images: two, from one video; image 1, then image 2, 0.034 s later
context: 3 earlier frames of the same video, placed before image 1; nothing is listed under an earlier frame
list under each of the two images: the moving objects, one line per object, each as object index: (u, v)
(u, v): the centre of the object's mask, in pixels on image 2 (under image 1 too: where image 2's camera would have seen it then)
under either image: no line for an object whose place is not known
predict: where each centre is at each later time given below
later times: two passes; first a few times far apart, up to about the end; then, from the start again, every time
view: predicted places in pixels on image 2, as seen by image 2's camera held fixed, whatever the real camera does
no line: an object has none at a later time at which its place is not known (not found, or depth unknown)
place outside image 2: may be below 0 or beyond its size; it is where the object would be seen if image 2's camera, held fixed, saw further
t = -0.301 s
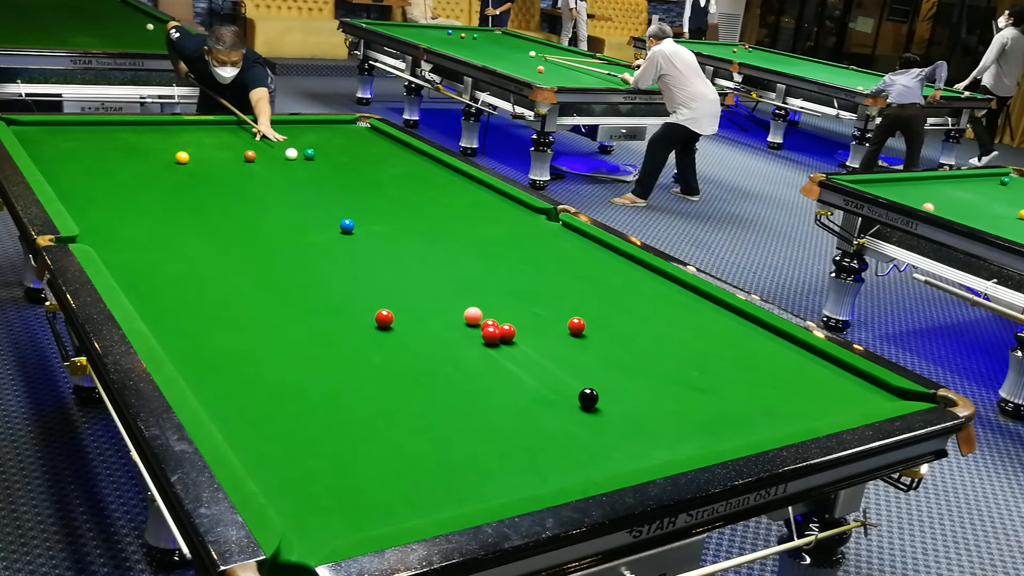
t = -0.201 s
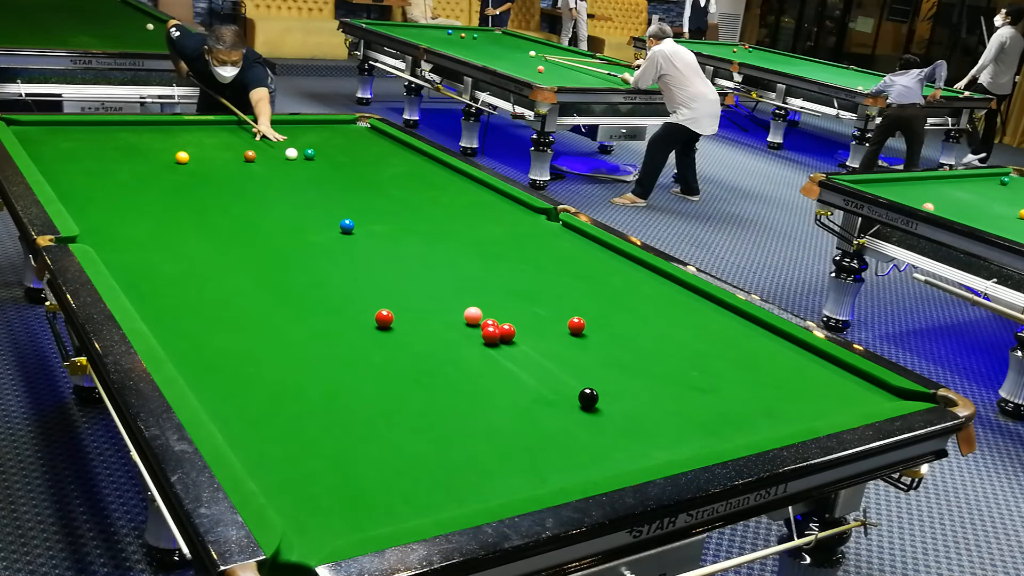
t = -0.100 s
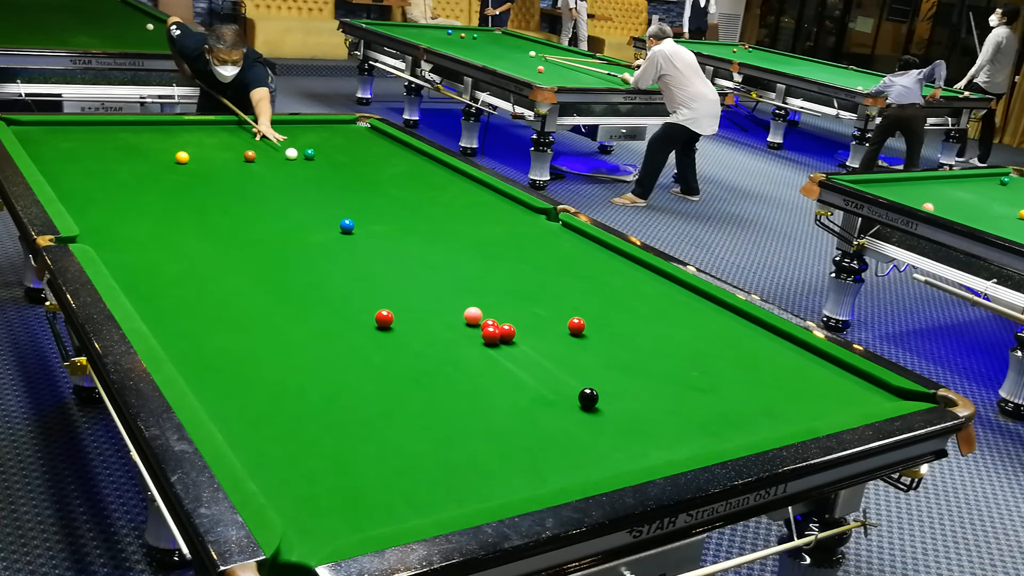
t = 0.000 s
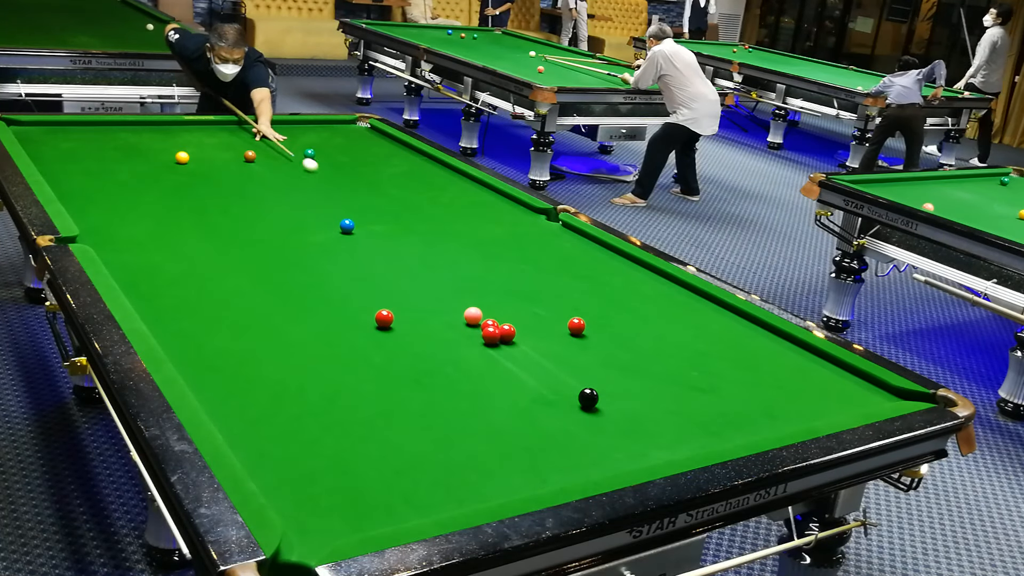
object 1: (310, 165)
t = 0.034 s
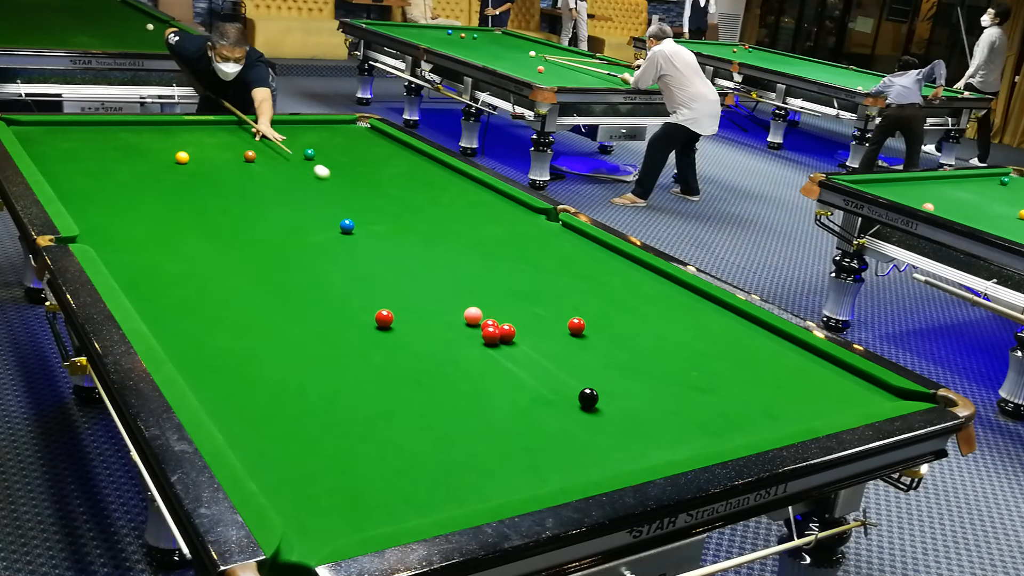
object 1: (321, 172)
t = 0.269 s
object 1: (410, 227)
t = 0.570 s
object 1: (535, 306)
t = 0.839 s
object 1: (535, 361)
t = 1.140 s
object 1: (523, 441)
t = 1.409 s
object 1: (443, 484)
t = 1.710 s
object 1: (260, 452)
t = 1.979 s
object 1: (284, 399)
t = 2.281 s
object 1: (325, 350)
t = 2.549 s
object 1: (353, 315)
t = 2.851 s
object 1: (379, 284)
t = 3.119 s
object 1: (397, 261)
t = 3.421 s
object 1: (414, 240)
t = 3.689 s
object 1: (427, 224)
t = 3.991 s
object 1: (439, 208)
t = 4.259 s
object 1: (448, 196)
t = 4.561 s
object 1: (457, 185)
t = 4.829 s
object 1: (463, 176)
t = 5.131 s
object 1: (443, 170)
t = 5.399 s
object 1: (423, 166)
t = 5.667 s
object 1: (405, 162)
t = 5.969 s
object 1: (387, 158)
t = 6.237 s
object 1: (373, 154)
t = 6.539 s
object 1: (359, 151)
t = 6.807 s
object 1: (348, 149)
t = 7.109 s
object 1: (338, 147)
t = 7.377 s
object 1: (331, 146)
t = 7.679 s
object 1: (325, 145)
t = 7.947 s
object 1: (322, 144)
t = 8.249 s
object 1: (319, 143)
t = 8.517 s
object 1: (319, 143)
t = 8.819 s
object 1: (319, 143)
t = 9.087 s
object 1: (319, 143)
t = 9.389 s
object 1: (319, 143)
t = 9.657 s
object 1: (319, 143)
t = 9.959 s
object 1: (319, 143)
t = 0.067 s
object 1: (333, 179)
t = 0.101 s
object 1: (346, 187)
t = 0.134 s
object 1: (358, 195)
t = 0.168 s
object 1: (371, 203)
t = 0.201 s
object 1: (383, 210)
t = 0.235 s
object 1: (396, 218)
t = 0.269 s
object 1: (410, 227)
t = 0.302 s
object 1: (423, 235)
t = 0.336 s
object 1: (436, 243)
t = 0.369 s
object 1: (450, 252)
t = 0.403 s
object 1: (463, 260)
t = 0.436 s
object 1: (477, 268)
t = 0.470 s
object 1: (490, 277)
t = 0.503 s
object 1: (504, 286)
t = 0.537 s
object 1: (519, 296)
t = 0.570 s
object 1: (535, 306)
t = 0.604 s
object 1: (551, 316)
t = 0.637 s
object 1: (557, 324)
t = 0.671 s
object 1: (552, 329)
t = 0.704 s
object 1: (547, 335)
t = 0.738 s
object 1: (542, 340)
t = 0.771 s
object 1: (539, 347)
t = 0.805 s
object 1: (536, 354)
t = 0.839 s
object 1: (535, 361)
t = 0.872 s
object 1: (534, 368)
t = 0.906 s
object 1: (533, 377)
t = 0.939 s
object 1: (532, 385)
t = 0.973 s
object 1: (530, 393)
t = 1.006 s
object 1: (529, 402)
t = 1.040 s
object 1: (528, 411)
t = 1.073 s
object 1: (526, 421)
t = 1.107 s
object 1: (525, 431)
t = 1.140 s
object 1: (523, 441)
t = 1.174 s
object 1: (522, 452)
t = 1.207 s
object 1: (520, 463)
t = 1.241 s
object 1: (518, 474)
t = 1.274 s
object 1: (516, 484)
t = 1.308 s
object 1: (509, 489)
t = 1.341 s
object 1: (486, 489)
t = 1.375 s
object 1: (464, 487)
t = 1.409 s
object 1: (443, 484)
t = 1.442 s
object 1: (422, 477)
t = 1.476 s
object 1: (401, 475)
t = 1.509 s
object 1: (381, 471)
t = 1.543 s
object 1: (360, 468)
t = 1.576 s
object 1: (340, 465)
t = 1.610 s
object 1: (320, 461)
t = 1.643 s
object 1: (300, 458)
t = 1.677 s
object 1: (280, 455)
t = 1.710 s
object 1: (260, 452)
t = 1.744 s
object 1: (242, 448)
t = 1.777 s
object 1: (247, 441)
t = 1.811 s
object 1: (255, 433)
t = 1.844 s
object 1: (262, 426)
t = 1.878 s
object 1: (267, 419)
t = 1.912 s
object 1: (273, 412)
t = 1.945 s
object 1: (279, 406)
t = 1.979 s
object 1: (284, 399)
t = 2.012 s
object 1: (289, 393)
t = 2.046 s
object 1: (294, 387)
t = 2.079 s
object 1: (299, 381)
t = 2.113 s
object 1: (303, 376)
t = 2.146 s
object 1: (308, 370)
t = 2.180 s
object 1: (312, 365)
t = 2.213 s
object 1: (317, 360)
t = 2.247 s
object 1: (321, 355)
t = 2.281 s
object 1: (325, 350)
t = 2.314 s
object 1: (329, 345)
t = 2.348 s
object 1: (333, 341)
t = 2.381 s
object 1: (336, 336)
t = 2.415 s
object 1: (340, 332)
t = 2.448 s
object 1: (343, 327)
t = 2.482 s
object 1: (347, 324)
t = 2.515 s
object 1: (350, 319)
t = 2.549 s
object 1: (353, 315)
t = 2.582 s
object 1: (357, 311)
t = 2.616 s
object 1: (360, 308)
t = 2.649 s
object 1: (363, 304)
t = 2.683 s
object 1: (366, 300)
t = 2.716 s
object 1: (368, 297)
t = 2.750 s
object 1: (371, 294)
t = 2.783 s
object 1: (374, 290)
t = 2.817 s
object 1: (377, 287)
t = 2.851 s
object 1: (379, 284)
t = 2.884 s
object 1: (382, 281)
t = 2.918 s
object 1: (384, 278)
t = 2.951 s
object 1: (386, 275)
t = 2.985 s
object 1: (389, 272)
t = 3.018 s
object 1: (391, 270)
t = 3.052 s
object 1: (393, 267)
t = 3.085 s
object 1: (395, 264)
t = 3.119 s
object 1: (397, 261)
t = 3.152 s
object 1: (399, 259)
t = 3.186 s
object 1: (401, 256)
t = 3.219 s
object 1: (403, 254)
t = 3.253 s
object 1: (405, 251)
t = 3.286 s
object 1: (407, 249)
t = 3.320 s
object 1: (409, 247)
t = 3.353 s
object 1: (411, 244)
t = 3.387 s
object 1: (413, 242)
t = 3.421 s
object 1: (414, 240)
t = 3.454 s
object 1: (416, 238)
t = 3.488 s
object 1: (418, 236)
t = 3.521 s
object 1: (419, 234)
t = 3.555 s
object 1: (421, 232)
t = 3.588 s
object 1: (422, 230)
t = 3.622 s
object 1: (424, 228)
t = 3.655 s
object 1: (425, 226)
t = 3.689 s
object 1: (427, 224)
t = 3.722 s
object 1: (428, 222)
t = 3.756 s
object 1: (430, 220)
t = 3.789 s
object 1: (431, 218)
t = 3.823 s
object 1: (433, 217)
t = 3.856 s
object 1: (434, 215)
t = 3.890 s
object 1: (435, 213)
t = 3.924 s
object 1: (436, 212)
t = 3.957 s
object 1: (437, 210)
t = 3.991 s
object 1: (439, 208)
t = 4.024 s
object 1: (440, 207)
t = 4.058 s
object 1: (441, 205)
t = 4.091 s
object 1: (442, 204)
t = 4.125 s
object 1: (443, 202)
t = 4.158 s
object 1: (444, 201)
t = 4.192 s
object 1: (445, 199)
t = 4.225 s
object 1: (447, 198)
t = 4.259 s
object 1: (448, 196)
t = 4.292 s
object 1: (449, 195)
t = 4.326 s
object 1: (450, 194)
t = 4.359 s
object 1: (451, 192)
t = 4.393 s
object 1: (452, 191)
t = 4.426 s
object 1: (453, 190)
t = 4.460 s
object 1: (454, 189)
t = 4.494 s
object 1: (455, 187)
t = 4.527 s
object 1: (456, 186)
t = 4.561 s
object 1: (457, 185)
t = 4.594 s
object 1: (457, 184)
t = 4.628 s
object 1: (458, 183)
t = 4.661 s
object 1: (460, 181)
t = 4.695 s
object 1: (460, 180)
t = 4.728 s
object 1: (461, 179)
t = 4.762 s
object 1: (462, 178)
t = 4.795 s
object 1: (463, 177)
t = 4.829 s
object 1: (463, 176)
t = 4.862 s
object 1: (464, 175)
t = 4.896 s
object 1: (462, 174)
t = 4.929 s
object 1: (459, 174)
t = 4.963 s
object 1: (456, 173)
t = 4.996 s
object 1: (453, 172)
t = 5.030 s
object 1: (451, 172)
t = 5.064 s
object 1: (449, 171)
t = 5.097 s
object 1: (445, 171)
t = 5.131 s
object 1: (443, 170)
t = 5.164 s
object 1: (440, 169)
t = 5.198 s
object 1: (438, 169)
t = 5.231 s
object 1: (435, 168)
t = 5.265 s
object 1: (433, 168)
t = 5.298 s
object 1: (431, 167)
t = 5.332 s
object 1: (428, 167)
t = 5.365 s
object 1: (425, 166)
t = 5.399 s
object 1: (423, 166)
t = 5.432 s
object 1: (421, 165)
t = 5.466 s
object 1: (418, 165)
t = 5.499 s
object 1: (416, 164)
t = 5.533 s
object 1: (414, 164)
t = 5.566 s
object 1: (412, 163)
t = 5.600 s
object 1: (409, 163)
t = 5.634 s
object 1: (407, 162)
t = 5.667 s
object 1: (405, 162)
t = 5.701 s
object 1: (403, 161)
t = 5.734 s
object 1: (401, 161)
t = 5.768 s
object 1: (399, 160)
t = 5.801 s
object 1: (397, 160)
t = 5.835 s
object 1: (395, 159)
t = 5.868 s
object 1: (393, 159)
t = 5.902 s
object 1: (391, 159)
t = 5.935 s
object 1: (389, 158)
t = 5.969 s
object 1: (387, 158)
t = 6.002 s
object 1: (385, 157)
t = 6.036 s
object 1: (383, 157)
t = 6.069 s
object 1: (382, 156)
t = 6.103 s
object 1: (380, 156)
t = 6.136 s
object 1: (378, 156)
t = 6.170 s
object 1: (376, 155)
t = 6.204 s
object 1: (375, 155)
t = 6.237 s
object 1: (373, 154)
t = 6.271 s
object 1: (371, 154)
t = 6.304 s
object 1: (370, 154)
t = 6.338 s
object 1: (368, 153)
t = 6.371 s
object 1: (366, 153)
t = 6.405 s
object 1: (365, 153)
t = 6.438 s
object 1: (363, 152)
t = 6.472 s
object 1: (362, 152)
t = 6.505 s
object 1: (361, 152)
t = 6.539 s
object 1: (359, 151)
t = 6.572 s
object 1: (358, 151)
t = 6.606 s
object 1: (356, 151)
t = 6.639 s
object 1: (355, 151)
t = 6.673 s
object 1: (354, 150)
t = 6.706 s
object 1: (352, 150)
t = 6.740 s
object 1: (351, 150)
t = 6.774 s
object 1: (350, 150)
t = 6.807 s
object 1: (348, 149)
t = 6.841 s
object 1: (347, 149)
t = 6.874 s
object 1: (346, 149)
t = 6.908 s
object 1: (345, 149)
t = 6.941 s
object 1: (344, 148)
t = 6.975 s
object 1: (343, 148)
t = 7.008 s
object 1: (342, 148)
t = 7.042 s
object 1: (340, 148)
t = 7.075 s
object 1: (339, 147)
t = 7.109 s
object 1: (338, 147)
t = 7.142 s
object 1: (337, 147)
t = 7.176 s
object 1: (336, 147)
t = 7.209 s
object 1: (335, 147)
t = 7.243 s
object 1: (335, 146)
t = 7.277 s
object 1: (334, 146)
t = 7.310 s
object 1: (333, 146)
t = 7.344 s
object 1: (332, 146)
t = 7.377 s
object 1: (331, 146)
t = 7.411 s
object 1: (330, 146)
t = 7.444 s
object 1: (330, 146)
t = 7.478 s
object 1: (329, 145)
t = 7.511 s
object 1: (328, 145)
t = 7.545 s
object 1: (328, 145)
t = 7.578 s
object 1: (327, 145)
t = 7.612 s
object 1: (326, 145)
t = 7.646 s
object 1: (326, 145)
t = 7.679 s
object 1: (325, 145)
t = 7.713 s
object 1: (325, 144)
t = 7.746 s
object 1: (324, 144)
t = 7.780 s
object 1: (324, 144)
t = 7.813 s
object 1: (323, 144)
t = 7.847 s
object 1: (323, 144)
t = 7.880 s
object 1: (322, 144)
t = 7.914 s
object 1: (322, 144)
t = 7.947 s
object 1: (322, 144)
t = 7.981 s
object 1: (321, 144)
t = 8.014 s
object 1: (321, 144)
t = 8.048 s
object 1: (321, 144)
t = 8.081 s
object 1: (320, 144)
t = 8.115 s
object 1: (320, 144)
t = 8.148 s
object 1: (320, 144)
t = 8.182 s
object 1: (320, 143)
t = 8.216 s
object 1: (320, 143)
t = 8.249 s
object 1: (319, 143)
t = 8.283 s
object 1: (319, 143)
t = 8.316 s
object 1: (319, 143)
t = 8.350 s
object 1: (319, 143)
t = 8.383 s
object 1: (319, 143)
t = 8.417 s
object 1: (319, 143)
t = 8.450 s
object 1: (319, 143)
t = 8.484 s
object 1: (319, 143)
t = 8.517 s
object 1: (319, 143)
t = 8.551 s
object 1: (319, 143)
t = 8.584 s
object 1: (319, 143)
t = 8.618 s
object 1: (319, 143)
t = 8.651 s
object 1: (319, 143)
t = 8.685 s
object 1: (319, 143)
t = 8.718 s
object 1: (319, 143)
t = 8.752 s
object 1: (319, 143)
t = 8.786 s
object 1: (319, 143)
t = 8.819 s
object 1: (319, 143)
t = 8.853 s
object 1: (319, 143)
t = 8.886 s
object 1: (319, 143)
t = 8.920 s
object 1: (319, 144)
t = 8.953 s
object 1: (319, 143)
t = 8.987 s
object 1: (319, 143)
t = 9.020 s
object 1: (319, 143)
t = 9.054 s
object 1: (319, 143)
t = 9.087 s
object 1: (319, 143)
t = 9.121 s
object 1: (319, 143)
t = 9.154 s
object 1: (319, 143)
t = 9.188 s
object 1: (319, 143)
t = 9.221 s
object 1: (319, 143)
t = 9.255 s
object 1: (319, 144)
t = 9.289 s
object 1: (319, 144)
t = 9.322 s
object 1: (319, 143)
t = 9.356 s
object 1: (319, 143)
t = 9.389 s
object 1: (319, 143)
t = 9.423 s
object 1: (319, 143)
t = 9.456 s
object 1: (319, 143)
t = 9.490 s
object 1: (319, 144)
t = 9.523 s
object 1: (319, 143)
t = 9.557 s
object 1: (319, 143)
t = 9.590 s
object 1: (319, 143)
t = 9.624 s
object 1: (319, 143)
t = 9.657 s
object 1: (319, 143)
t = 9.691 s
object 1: (319, 143)
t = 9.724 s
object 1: (319, 143)
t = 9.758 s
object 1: (319, 143)
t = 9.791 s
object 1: (319, 143)
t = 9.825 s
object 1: (319, 143)
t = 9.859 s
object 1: (319, 143)
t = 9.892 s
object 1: (319, 143)
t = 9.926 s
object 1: (319, 143)
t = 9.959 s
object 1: (319, 143)
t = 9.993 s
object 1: (319, 143)
